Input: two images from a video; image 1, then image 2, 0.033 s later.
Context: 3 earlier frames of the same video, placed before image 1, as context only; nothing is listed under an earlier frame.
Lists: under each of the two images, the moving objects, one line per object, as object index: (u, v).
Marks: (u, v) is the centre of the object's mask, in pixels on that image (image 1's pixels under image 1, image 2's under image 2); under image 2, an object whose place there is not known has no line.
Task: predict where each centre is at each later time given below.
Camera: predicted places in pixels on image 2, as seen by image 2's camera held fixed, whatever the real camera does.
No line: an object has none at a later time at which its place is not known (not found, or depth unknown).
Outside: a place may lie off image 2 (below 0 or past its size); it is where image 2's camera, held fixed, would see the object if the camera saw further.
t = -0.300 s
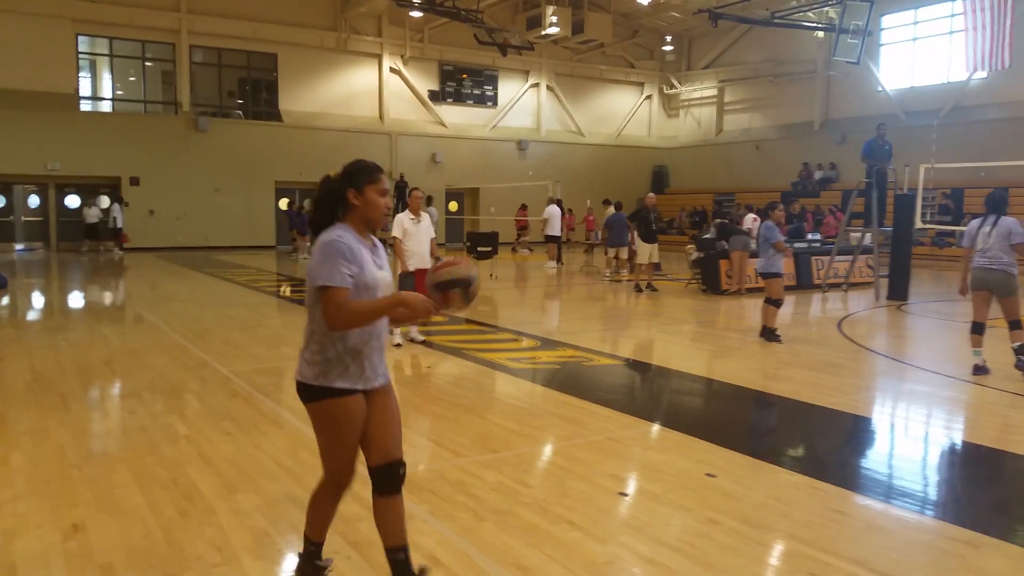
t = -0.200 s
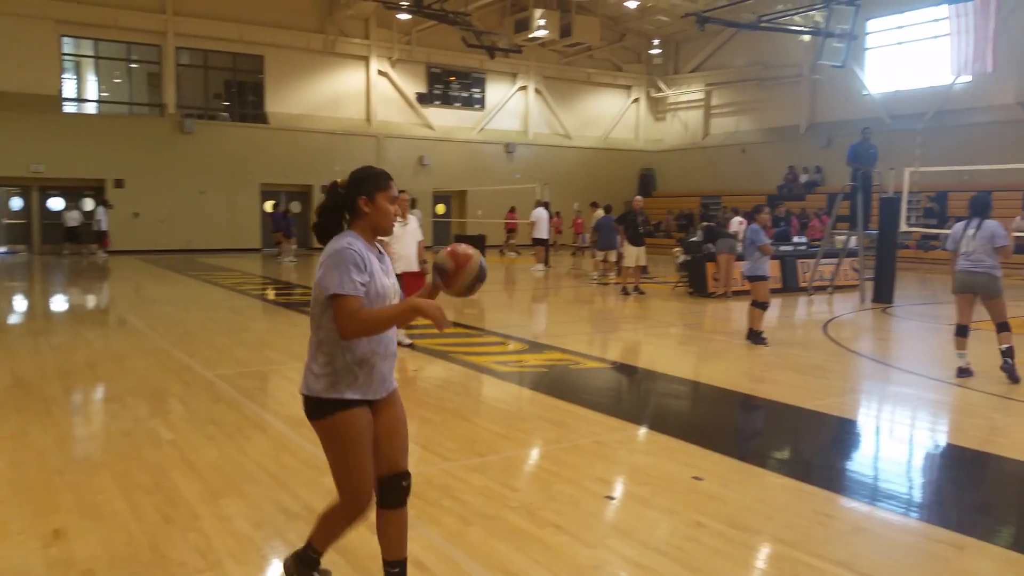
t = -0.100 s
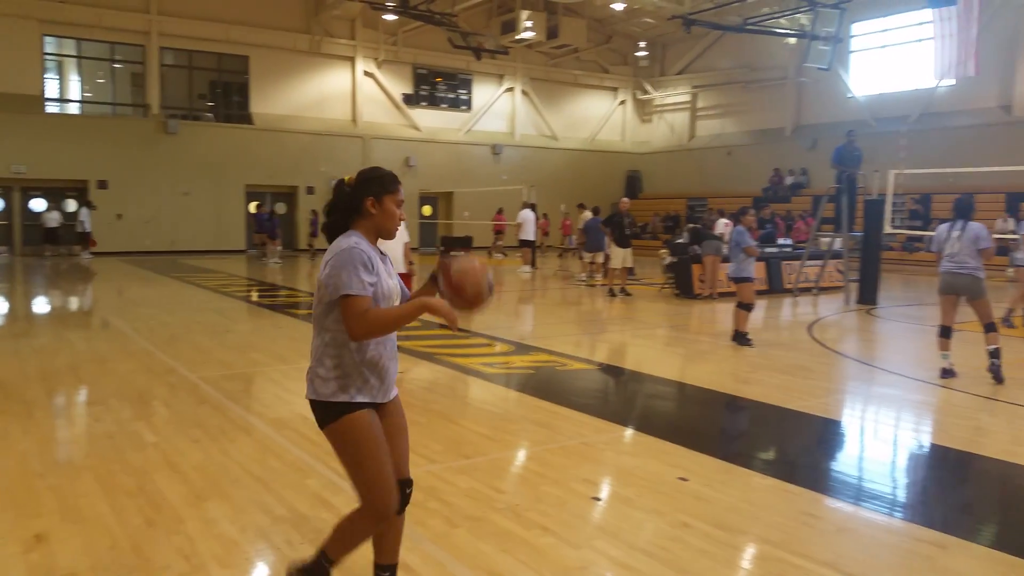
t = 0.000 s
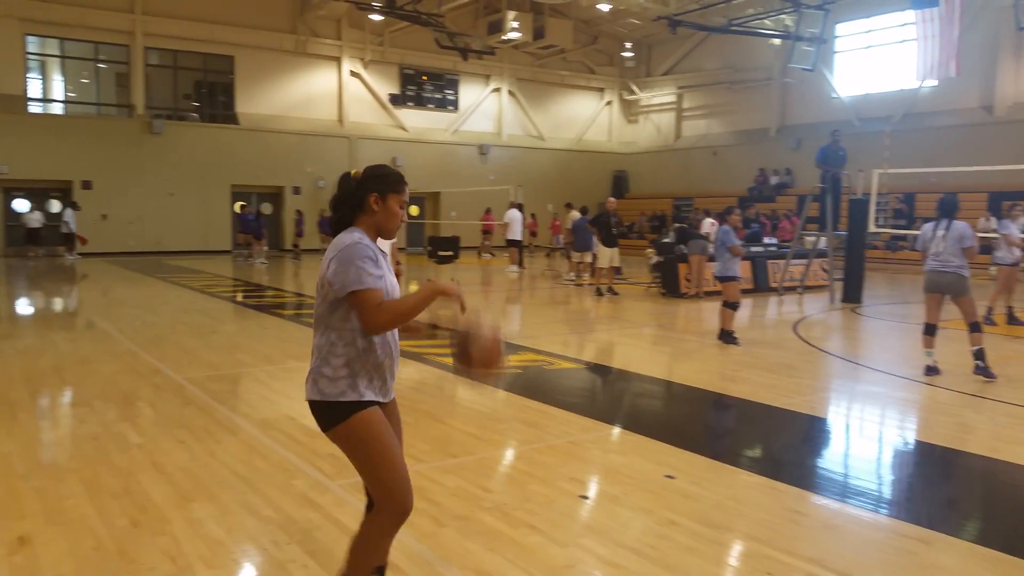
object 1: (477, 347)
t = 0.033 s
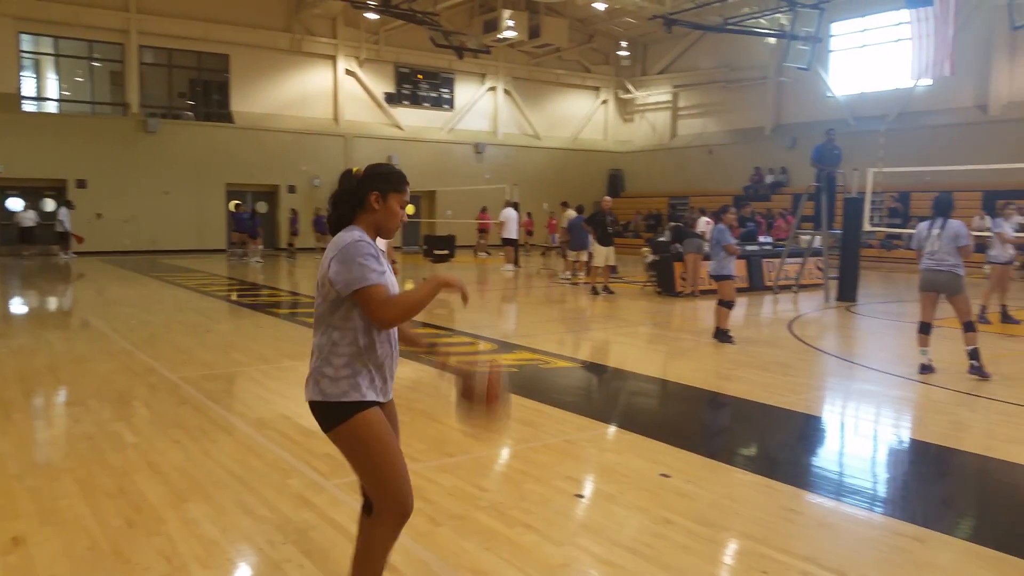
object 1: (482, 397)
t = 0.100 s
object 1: (495, 494)
